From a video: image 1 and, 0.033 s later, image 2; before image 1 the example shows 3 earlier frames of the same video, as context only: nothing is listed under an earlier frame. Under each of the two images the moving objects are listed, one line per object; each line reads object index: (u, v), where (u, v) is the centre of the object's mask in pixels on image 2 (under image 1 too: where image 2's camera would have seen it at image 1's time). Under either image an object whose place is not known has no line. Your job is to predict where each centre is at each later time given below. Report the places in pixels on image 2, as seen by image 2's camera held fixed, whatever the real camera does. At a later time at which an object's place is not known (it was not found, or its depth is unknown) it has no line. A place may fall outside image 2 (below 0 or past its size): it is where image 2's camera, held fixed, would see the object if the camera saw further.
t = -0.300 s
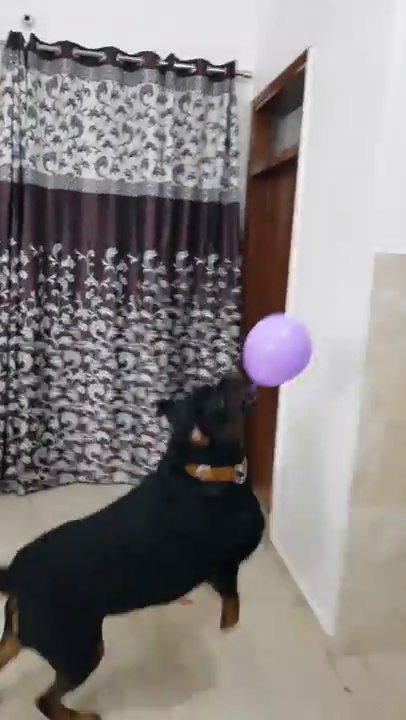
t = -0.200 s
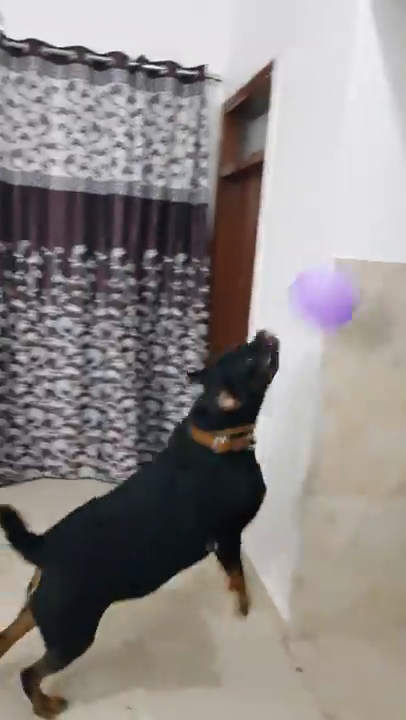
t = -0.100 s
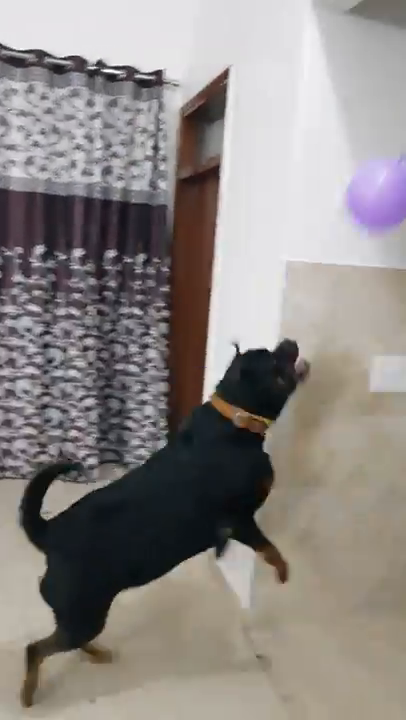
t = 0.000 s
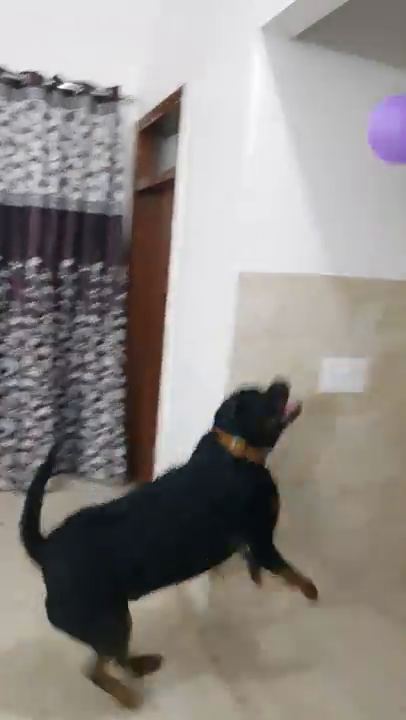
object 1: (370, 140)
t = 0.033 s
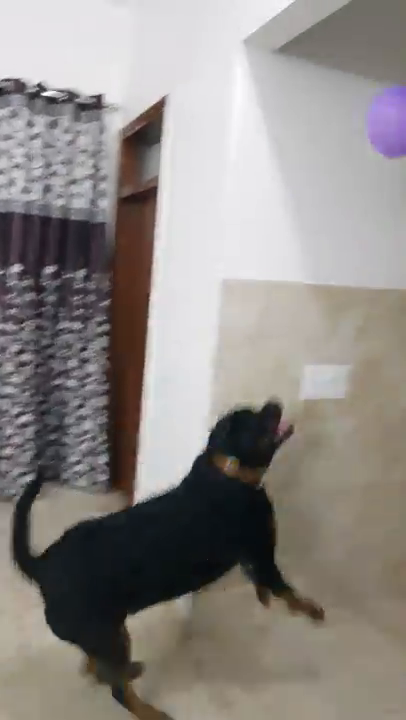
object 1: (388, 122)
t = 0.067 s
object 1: (405, 107)
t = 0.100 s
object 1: (422, 93)
